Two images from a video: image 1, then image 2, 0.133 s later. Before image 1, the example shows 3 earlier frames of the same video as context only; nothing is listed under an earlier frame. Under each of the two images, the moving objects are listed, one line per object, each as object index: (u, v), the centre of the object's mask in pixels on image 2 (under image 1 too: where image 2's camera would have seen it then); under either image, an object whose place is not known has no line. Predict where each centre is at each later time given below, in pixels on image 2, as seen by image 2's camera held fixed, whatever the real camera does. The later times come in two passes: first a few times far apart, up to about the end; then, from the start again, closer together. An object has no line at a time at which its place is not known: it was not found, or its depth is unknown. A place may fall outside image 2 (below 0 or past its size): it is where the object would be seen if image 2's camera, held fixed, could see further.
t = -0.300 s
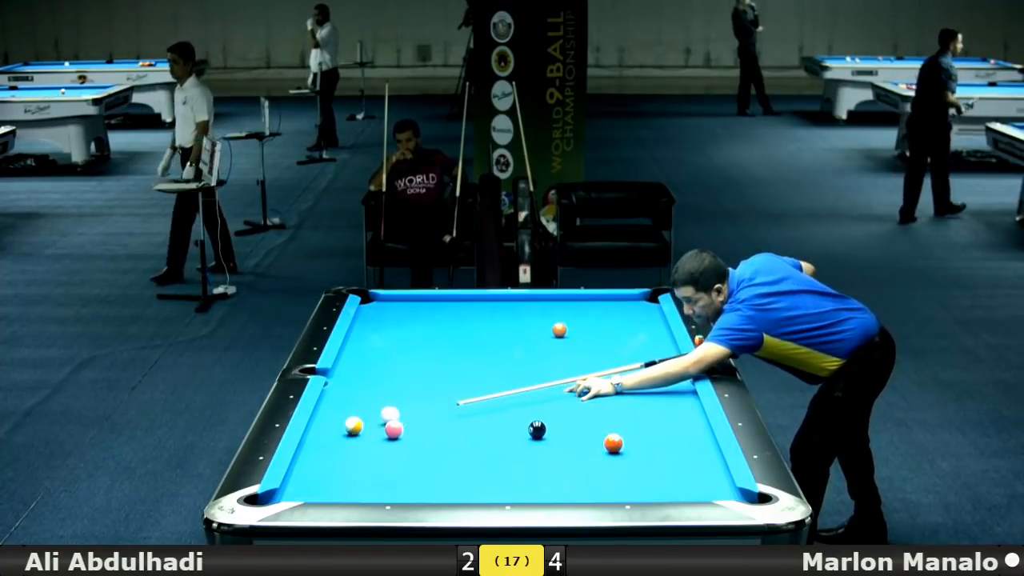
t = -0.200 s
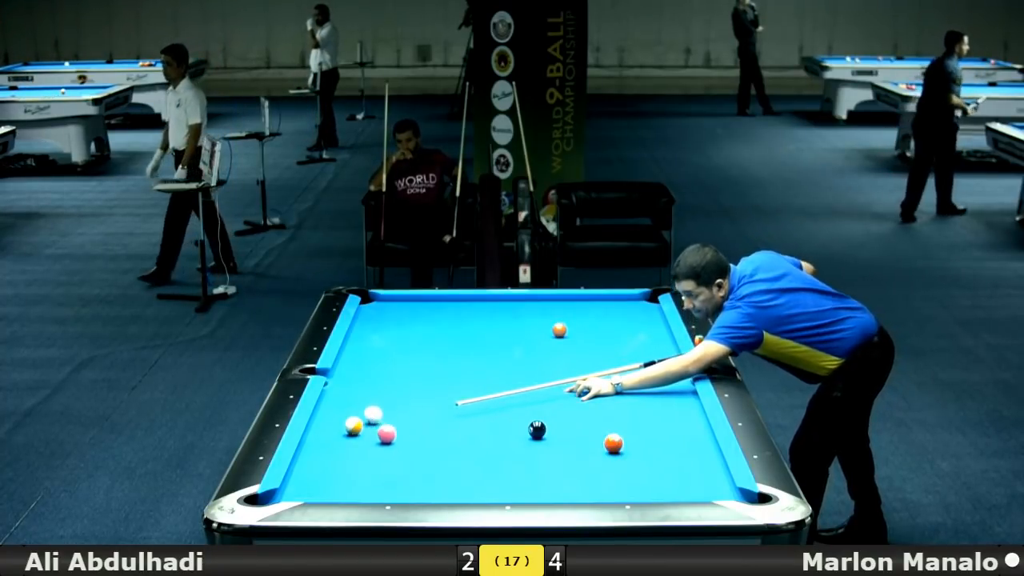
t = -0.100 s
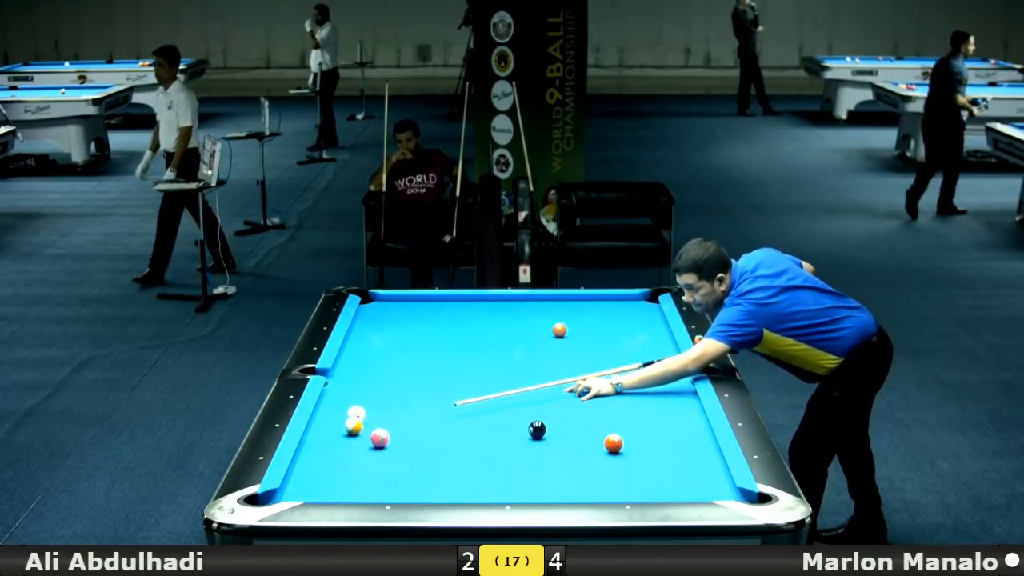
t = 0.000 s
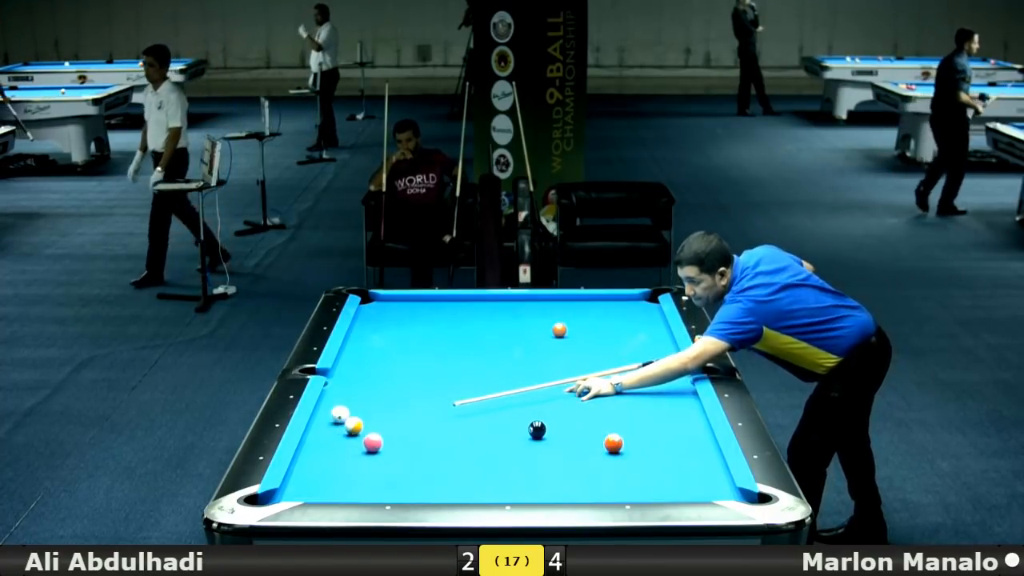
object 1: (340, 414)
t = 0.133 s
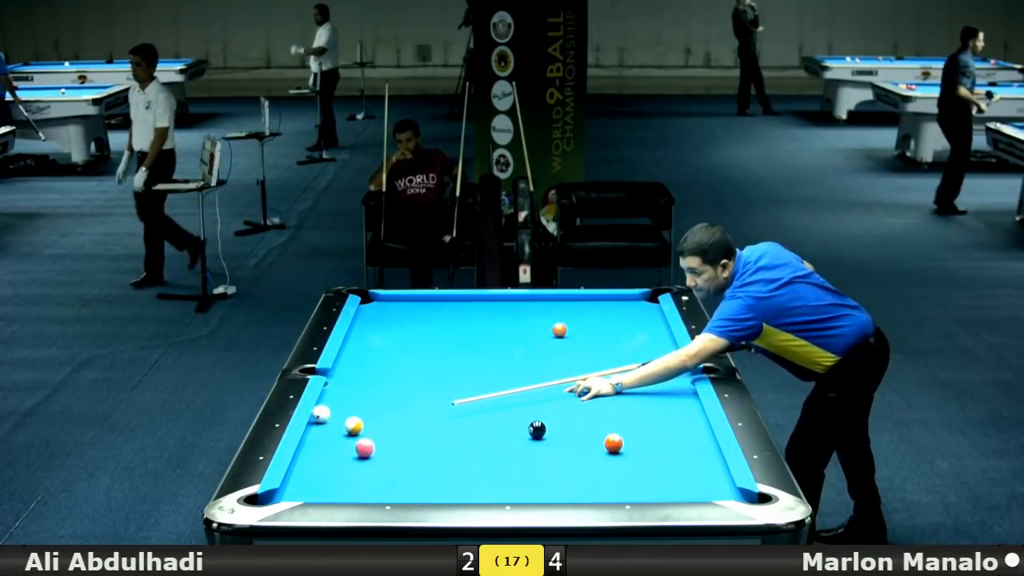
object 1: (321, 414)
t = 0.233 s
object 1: (330, 412)
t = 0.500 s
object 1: (355, 408)
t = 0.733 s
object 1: (373, 406)
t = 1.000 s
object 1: (394, 403)
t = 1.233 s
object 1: (409, 401)
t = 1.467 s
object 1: (424, 399)
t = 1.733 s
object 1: (439, 397)
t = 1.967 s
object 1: (452, 395)
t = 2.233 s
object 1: (464, 393)
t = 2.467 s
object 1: (474, 392)
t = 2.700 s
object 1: (482, 391)
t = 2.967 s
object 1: (489, 390)
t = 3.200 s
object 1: (495, 389)
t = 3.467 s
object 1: (500, 388)
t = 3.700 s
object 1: (503, 388)
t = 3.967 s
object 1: (505, 387)
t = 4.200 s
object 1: (505, 387)
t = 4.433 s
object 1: (505, 387)
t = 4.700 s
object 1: (505, 387)
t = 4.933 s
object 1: (505, 387)
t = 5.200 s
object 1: (505, 387)
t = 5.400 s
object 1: (505, 387)
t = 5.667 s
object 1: (505, 387)
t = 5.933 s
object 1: (505, 387)
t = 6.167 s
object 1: (505, 387)
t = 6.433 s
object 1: (505, 387)
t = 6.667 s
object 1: (505, 387)
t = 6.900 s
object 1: (505, 387)
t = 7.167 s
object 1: (505, 387)
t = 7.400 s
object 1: (505, 387)
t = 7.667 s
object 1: (505, 387)
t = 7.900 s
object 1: (505, 387)
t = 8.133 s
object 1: (505, 387)
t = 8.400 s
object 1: (505, 387)
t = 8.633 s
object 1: (505, 387)
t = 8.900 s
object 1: (505, 387)
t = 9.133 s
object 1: (505, 387)
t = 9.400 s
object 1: (505, 387)
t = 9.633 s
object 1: (505, 387)
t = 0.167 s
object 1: (324, 413)
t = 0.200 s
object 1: (328, 413)
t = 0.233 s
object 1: (330, 412)
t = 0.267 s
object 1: (333, 412)
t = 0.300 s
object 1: (337, 411)
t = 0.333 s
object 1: (338, 411)
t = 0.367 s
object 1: (342, 410)
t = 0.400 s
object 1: (346, 410)
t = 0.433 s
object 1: (347, 409)
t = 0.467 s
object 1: (351, 409)
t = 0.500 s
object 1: (355, 408)
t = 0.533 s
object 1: (356, 408)
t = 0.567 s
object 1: (360, 408)
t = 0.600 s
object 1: (363, 407)
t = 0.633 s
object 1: (365, 407)
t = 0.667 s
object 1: (368, 407)
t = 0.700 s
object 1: (371, 406)
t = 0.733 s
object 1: (373, 406)
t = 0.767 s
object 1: (376, 406)
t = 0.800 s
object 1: (379, 405)
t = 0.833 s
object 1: (381, 405)
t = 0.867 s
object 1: (384, 405)
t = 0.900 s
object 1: (387, 404)
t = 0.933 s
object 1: (388, 404)
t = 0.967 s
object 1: (391, 403)
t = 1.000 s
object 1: (394, 403)
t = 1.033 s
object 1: (395, 403)
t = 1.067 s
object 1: (398, 402)
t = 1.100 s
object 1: (401, 402)
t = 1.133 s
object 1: (402, 402)
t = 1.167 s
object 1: (405, 401)
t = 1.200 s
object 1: (408, 401)
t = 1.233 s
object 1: (409, 401)
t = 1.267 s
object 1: (412, 401)
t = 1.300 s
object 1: (414, 400)
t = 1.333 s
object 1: (416, 400)
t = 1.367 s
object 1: (418, 400)
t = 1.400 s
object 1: (420, 400)
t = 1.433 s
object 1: (422, 399)
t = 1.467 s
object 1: (424, 399)
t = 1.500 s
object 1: (427, 398)
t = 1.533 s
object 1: (428, 398)
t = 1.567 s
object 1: (430, 398)
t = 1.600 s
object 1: (433, 398)
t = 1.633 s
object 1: (434, 398)
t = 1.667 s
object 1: (436, 397)
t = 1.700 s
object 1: (438, 397)
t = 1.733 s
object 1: (439, 397)
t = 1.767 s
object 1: (442, 397)
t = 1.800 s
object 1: (444, 396)
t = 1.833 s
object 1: (445, 396)
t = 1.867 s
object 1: (447, 396)
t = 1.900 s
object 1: (449, 395)
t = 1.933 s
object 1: (450, 395)
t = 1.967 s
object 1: (452, 395)
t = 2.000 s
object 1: (454, 395)
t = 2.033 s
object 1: (455, 395)
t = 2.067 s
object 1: (457, 395)
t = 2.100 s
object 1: (458, 394)
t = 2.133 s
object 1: (460, 394)
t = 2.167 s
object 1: (461, 394)
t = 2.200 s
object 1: (463, 393)
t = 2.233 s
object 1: (464, 393)
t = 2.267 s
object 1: (466, 393)
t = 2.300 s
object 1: (467, 393)
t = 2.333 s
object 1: (468, 393)
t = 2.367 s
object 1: (470, 393)
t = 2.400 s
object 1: (471, 393)
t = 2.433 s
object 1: (472, 392)
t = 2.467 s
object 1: (474, 392)
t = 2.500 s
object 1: (475, 392)
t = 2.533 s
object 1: (476, 392)
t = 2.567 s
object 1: (477, 392)
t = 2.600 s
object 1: (478, 391)
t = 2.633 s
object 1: (479, 391)
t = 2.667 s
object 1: (481, 391)
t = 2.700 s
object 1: (482, 391)
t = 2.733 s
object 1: (482, 391)
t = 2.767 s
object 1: (484, 391)
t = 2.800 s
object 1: (485, 390)
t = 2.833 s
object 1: (486, 390)
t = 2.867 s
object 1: (487, 390)
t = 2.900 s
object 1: (488, 390)
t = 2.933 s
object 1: (488, 390)
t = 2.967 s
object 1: (489, 390)
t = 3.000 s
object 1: (490, 390)
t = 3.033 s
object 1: (491, 389)
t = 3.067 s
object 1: (492, 389)
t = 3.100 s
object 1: (493, 389)
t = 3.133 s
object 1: (494, 389)
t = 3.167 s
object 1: (494, 389)
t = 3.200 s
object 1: (495, 389)
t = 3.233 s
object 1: (496, 389)
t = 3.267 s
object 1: (497, 389)
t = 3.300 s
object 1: (497, 389)
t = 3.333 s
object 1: (498, 389)
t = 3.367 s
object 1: (498, 388)
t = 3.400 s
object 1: (499, 388)
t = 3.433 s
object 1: (499, 388)
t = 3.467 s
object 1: (500, 388)
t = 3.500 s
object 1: (501, 388)
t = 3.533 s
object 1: (501, 388)
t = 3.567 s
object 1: (502, 388)
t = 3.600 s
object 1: (502, 388)
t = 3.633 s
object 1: (502, 388)
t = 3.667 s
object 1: (503, 388)
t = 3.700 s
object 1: (503, 388)
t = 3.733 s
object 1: (503, 388)
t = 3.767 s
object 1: (503, 388)
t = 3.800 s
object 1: (504, 388)
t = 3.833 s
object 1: (504, 388)
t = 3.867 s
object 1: (504, 387)
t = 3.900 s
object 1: (505, 387)
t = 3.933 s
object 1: (505, 387)
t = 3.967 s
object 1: (505, 387)
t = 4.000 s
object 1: (505, 387)
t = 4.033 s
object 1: (505, 387)
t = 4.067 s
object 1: (505, 387)
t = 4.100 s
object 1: (505, 387)
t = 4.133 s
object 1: (505, 387)
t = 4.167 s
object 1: (505, 387)
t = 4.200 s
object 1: (505, 387)
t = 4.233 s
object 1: (505, 387)
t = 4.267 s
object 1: (505, 387)
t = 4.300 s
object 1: (505, 387)
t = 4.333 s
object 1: (505, 387)
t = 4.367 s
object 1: (505, 387)
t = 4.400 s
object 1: (505, 387)
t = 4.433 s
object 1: (505, 387)
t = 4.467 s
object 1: (505, 387)
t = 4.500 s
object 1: (505, 387)
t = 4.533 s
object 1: (505, 387)
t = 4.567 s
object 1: (505, 387)
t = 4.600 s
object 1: (505, 387)
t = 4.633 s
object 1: (505, 387)
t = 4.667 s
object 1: (505, 387)
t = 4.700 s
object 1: (505, 387)
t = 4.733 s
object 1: (505, 387)
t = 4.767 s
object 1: (505, 387)
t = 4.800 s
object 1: (505, 387)
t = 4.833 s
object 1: (505, 387)
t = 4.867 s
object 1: (505, 387)
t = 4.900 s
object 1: (505, 387)
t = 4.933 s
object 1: (505, 387)
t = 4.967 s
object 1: (505, 387)
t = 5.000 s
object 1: (505, 387)
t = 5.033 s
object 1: (505, 387)
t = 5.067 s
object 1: (505, 387)
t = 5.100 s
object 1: (505, 387)
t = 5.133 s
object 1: (505, 387)
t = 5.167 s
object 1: (505, 387)
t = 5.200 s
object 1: (505, 387)
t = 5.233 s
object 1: (505, 387)
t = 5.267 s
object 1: (505, 387)
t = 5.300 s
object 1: (505, 387)
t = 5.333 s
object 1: (505, 387)
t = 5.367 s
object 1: (505, 387)
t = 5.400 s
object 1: (505, 387)
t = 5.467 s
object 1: (505, 387)
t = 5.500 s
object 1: (505, 387)
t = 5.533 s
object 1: (505, 387)
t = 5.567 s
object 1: (505, 387)
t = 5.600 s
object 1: (505, 387)
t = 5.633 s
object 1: (505, 387)
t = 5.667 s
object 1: (505, 387)
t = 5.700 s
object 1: (505, 387)
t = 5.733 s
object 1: (505, 387)
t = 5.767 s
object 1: (505, 387)
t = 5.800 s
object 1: (505, 387)
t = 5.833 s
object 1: (505, 387)
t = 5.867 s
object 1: (505, 387)
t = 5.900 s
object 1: (505, 387)
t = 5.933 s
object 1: (505, 387)
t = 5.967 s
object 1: (505, 387)
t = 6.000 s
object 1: (505, 387)
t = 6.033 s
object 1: (505, 387)
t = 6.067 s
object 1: (505, 387)
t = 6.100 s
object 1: (505, 387)
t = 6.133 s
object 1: (505, 387)
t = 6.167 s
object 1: (505, 387)
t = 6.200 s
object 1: (505, 387)
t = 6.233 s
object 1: (505, 387)
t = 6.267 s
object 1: (505, 387)
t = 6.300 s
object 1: (505, 387)
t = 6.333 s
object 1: (505, 387)
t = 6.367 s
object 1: (505, 387)
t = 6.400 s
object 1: (505, 387)
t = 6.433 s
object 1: (505, 387)
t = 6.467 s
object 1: (505, 387)
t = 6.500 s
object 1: (505, 387)
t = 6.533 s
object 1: (505, 387)
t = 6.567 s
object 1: (505, 387)
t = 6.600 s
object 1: (505, 387)
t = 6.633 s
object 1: (505, 387)
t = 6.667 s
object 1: (505, 387)
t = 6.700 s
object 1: (505, 387)
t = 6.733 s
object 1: (505, 387)
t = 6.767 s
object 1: (505, 387)
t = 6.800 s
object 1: (505, 387)
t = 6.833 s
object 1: (505, 387)
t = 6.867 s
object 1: (505, 387)
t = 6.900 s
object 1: (505, 387)
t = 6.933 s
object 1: (505, 387)
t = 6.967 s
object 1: (505, 387)
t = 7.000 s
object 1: (505, 387)
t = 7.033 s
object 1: (505, 387)
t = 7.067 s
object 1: (505, 387)
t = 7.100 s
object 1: (505, 387)
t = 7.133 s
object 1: (505, 387)
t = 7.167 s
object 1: (505, 387)
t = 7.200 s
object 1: (505, 387)
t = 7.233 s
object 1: (505, 387)
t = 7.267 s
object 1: (505, 387)
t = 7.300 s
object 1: (505, 387)
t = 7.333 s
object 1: (505, 387)
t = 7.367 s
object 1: (505, 387)
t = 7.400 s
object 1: (505, 387)
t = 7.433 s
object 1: (505, 387)
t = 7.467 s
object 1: (505, 387)
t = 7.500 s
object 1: (505, 387)
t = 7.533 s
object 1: (505, 387)
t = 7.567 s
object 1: (505, 387)
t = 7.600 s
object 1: (505, 387)
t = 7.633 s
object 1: (505, 387)
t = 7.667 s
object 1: (505, 387)
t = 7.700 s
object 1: (505, 387)
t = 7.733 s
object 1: (505, 387)
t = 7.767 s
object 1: (505, 387)
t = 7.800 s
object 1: (505, 387)
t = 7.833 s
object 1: (505, 387)
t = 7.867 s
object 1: (505, 387)
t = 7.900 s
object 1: (505, 387)
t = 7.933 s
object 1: (505, 387)
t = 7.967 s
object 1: (505, 387)
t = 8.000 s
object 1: (505, 387)
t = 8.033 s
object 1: (505, 387)
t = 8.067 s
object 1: (505, 387)
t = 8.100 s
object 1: (505, 387)
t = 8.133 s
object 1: (505, 387)
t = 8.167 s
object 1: (505, 387)
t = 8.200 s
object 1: (505, 387)
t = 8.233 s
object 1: (505, 387)
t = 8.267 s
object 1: (505, 387)
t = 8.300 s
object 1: (505, 387)
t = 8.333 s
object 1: (505, 387)
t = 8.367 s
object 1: (505, 387)
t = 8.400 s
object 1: (505, 387)
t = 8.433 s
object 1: (505, 387)
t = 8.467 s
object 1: (505, 387)
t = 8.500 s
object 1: (505, 387)
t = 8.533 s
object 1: (505, 387)
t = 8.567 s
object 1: (505, 387)
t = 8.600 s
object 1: (505, 387)
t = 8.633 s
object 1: (505, 387)
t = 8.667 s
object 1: (505, 387)
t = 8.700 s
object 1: (505, 387)
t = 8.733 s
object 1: (505, 387)
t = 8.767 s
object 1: (505, 387)
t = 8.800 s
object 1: (505, 387)
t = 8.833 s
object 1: (505, 387)
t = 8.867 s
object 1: (505, 387)
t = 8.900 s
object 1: (505, 387)
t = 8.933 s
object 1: (505, 387)
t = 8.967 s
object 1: (505, 387)
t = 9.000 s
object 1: (505, 387)
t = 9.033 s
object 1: (505, 387)
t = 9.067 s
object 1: (505, 387)
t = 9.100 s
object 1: (505, 387)
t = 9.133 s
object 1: (505, 387)
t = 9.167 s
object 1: (505, 387)
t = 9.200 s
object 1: (505, 387)
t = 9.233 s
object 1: (505, 387)
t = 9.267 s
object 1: (505, 387)
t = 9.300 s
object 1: (505, 387)
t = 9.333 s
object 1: (505, 387)
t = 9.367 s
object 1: (505, 387)
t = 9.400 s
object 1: (505, 387)
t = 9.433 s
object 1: (505, 387)
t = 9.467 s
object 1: (505, 387)
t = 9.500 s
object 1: (505, 387)
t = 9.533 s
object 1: (505, 387)
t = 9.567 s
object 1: (505, 387)
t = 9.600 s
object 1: (505, 387)
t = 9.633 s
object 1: (505, 387)
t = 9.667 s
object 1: (505, 387)
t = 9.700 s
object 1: (505, 387)
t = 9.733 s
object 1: (505, 387)
